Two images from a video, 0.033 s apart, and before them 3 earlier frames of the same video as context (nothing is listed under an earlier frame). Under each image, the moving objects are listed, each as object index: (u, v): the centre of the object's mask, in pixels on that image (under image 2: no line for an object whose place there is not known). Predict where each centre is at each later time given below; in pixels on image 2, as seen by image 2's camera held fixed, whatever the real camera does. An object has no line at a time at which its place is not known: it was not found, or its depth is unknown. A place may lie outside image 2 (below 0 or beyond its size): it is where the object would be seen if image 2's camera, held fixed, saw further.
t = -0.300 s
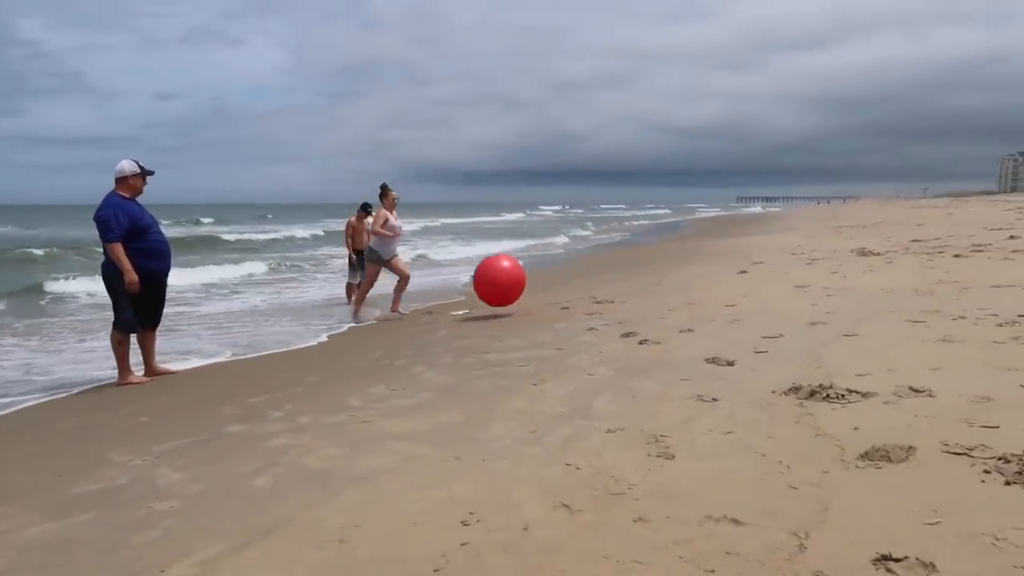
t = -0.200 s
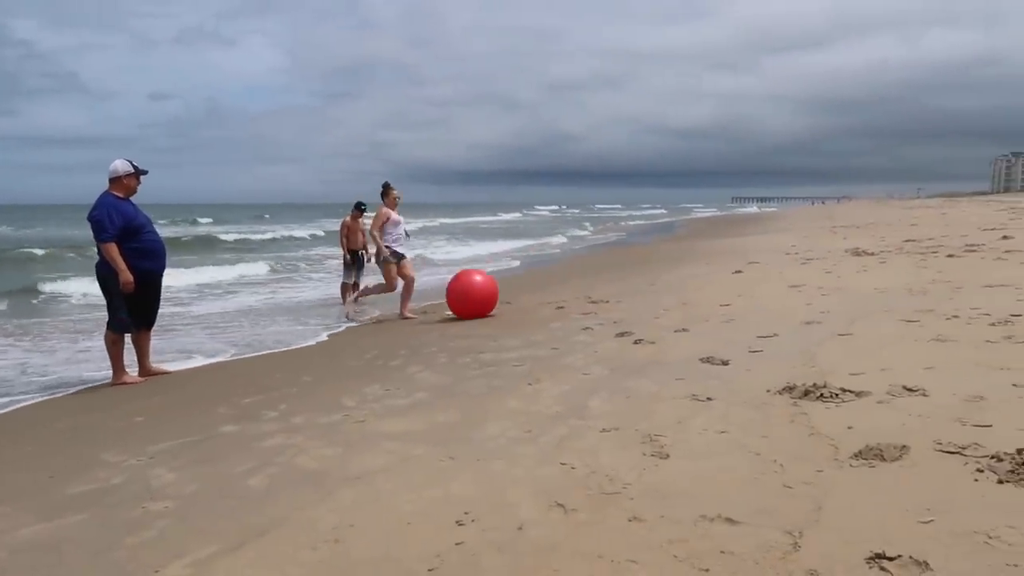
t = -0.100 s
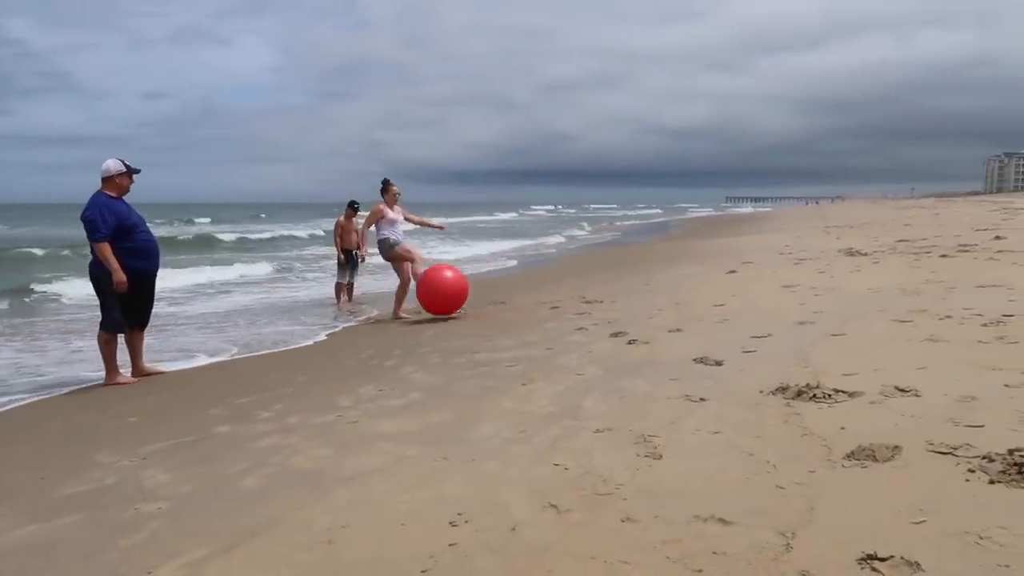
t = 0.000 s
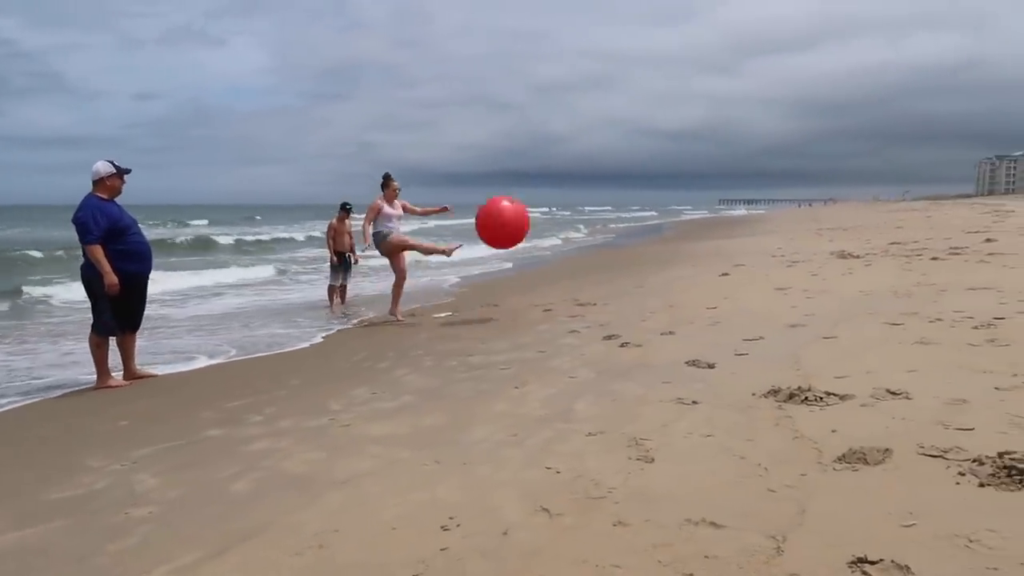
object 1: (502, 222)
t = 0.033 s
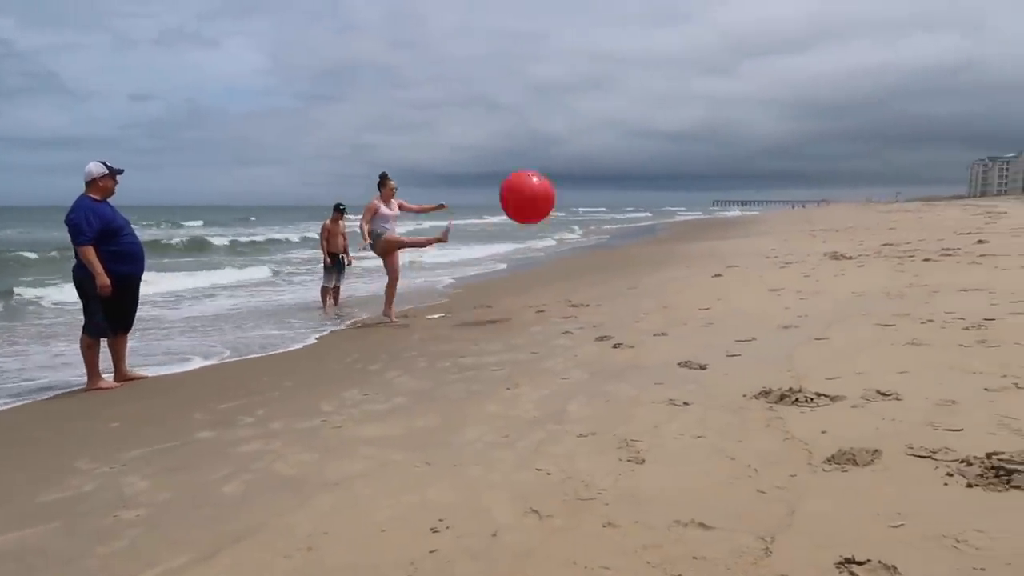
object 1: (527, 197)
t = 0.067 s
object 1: (558, 170)
